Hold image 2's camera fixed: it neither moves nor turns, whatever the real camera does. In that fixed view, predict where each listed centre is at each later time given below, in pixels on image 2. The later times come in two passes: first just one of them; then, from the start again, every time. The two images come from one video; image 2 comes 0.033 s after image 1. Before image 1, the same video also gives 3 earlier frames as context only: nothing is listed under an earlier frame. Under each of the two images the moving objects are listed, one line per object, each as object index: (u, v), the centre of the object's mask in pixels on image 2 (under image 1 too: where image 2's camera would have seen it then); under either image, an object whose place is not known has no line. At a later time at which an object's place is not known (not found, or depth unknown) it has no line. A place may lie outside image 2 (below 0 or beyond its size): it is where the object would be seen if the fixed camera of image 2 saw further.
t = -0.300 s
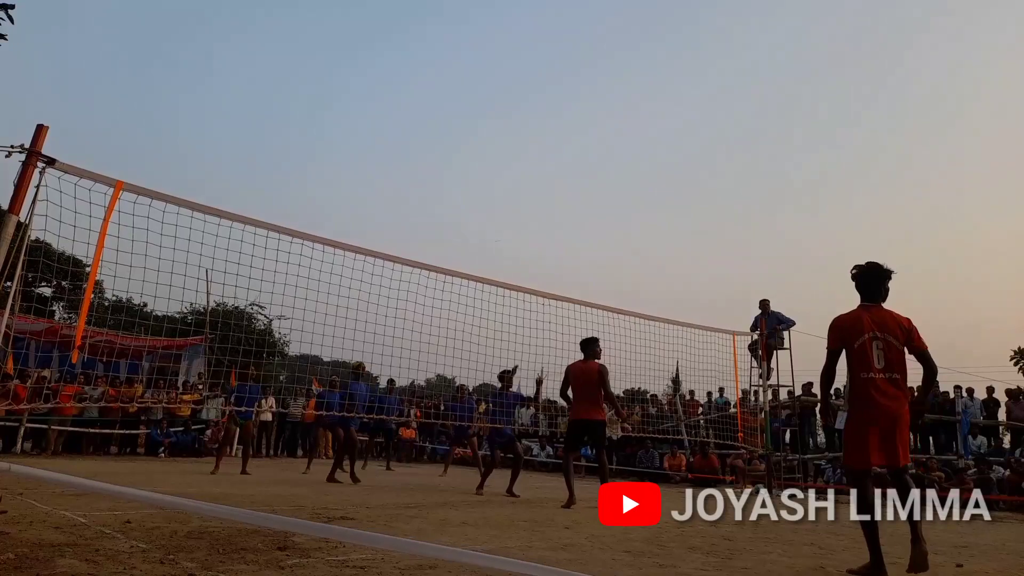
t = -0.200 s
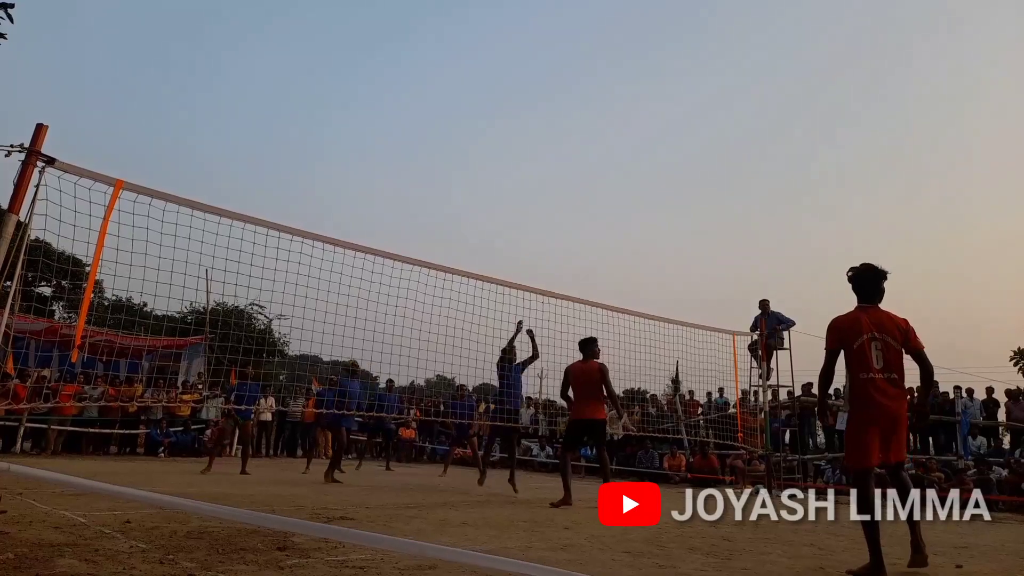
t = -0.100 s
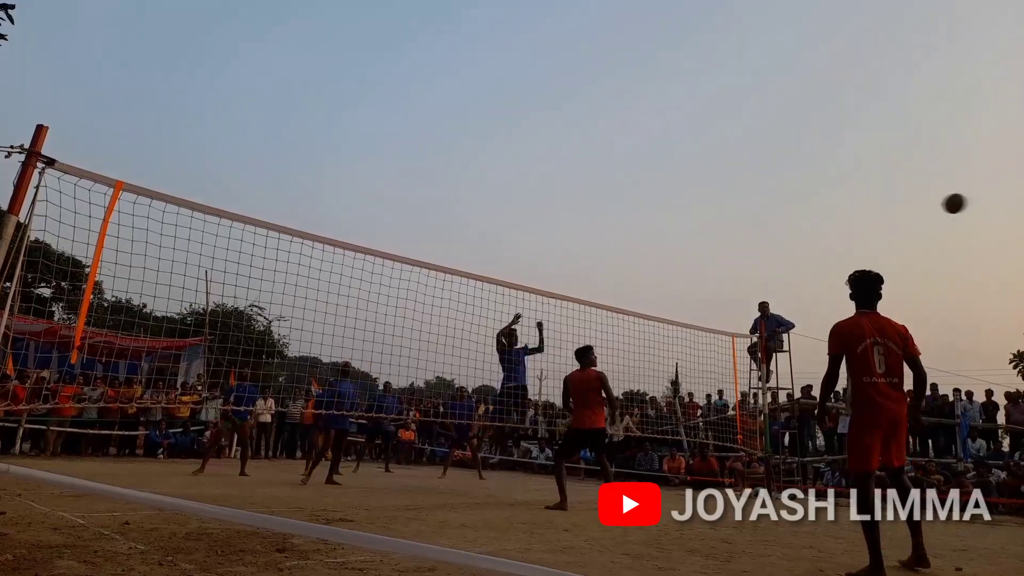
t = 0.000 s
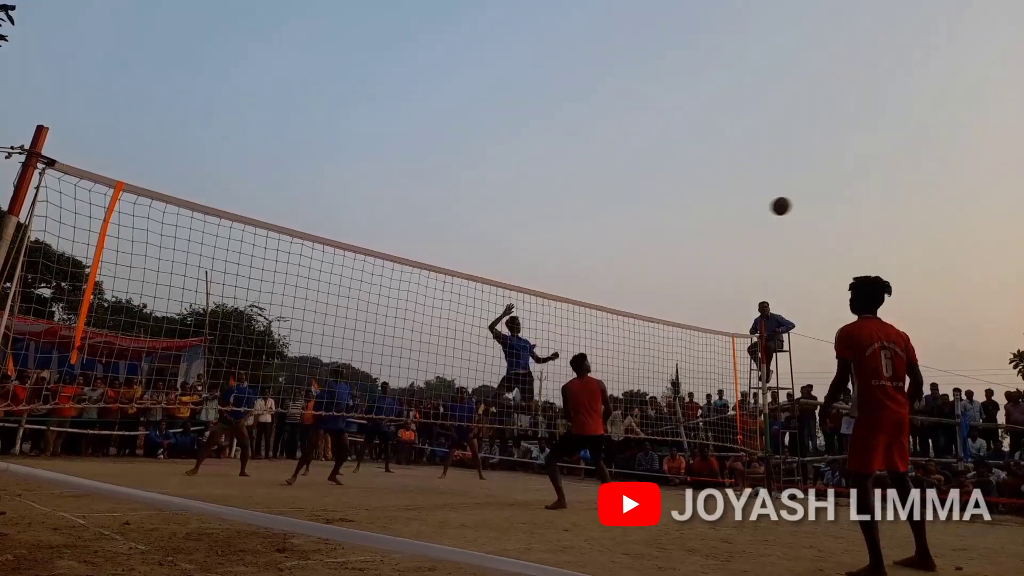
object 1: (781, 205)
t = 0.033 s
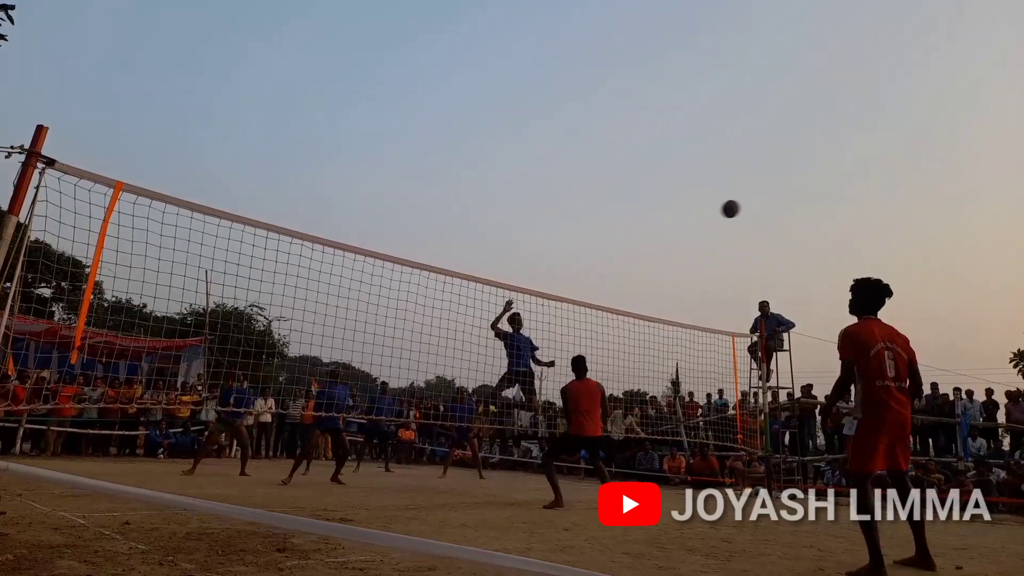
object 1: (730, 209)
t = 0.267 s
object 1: (455, 260)
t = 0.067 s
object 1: (683, 213)
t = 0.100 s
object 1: (640, 219)
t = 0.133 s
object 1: (598, 225)
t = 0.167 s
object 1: (559, 234)
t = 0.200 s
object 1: (522, 242)
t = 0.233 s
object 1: (487, 251)
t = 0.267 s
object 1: (455, 260)
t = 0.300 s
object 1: (422, 272)
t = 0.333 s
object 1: (392, 282)
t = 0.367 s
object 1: (363, 293)
